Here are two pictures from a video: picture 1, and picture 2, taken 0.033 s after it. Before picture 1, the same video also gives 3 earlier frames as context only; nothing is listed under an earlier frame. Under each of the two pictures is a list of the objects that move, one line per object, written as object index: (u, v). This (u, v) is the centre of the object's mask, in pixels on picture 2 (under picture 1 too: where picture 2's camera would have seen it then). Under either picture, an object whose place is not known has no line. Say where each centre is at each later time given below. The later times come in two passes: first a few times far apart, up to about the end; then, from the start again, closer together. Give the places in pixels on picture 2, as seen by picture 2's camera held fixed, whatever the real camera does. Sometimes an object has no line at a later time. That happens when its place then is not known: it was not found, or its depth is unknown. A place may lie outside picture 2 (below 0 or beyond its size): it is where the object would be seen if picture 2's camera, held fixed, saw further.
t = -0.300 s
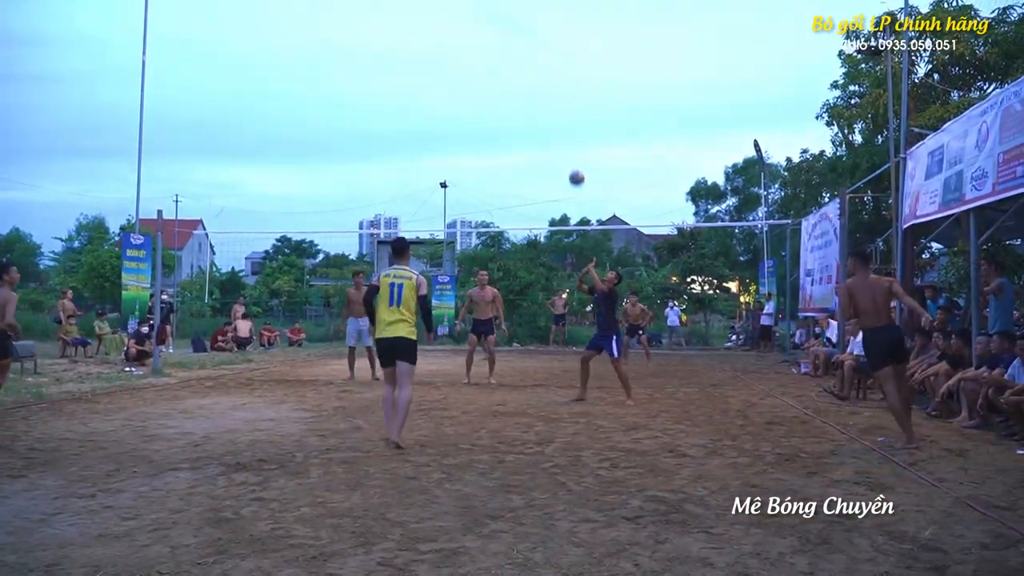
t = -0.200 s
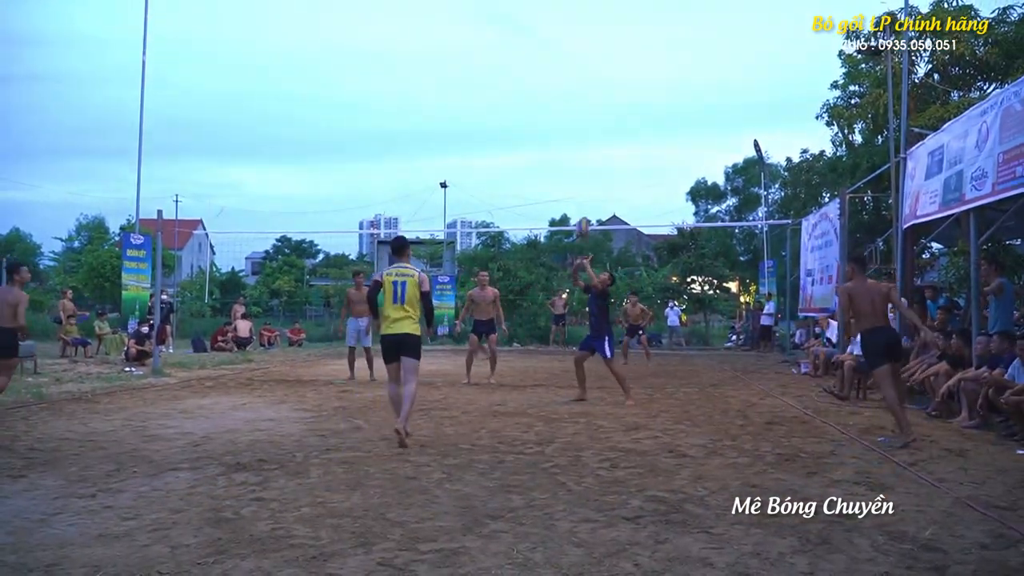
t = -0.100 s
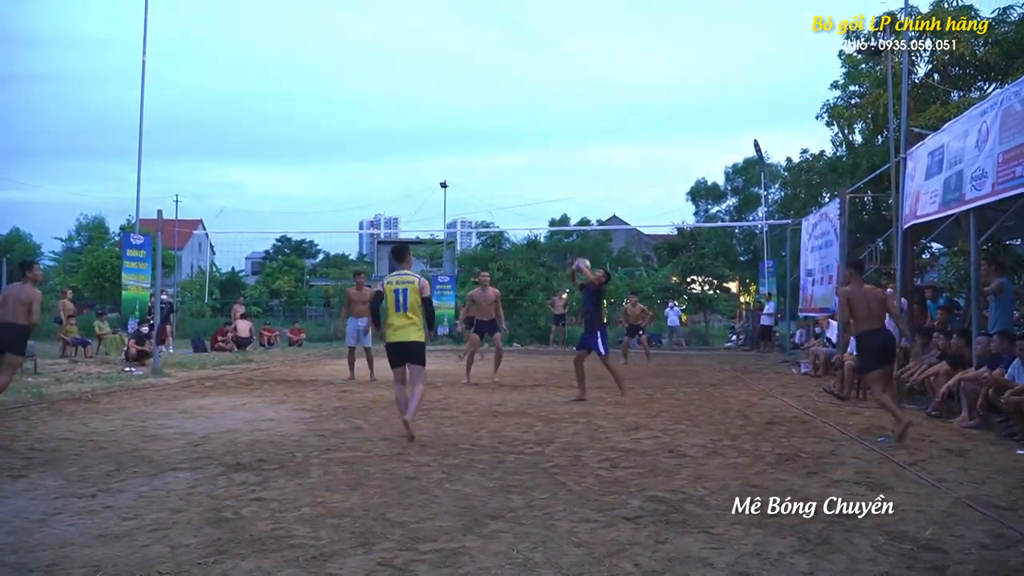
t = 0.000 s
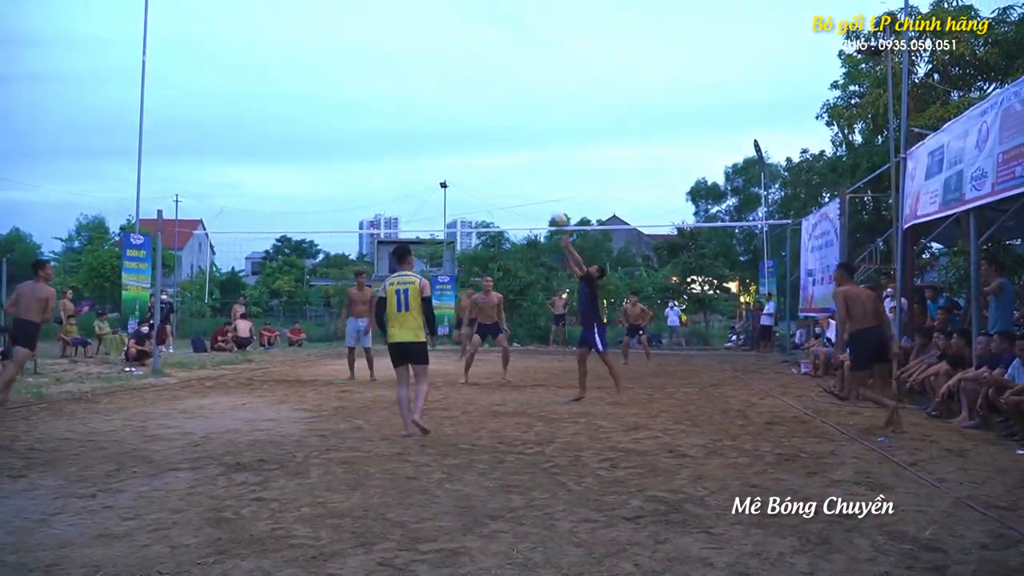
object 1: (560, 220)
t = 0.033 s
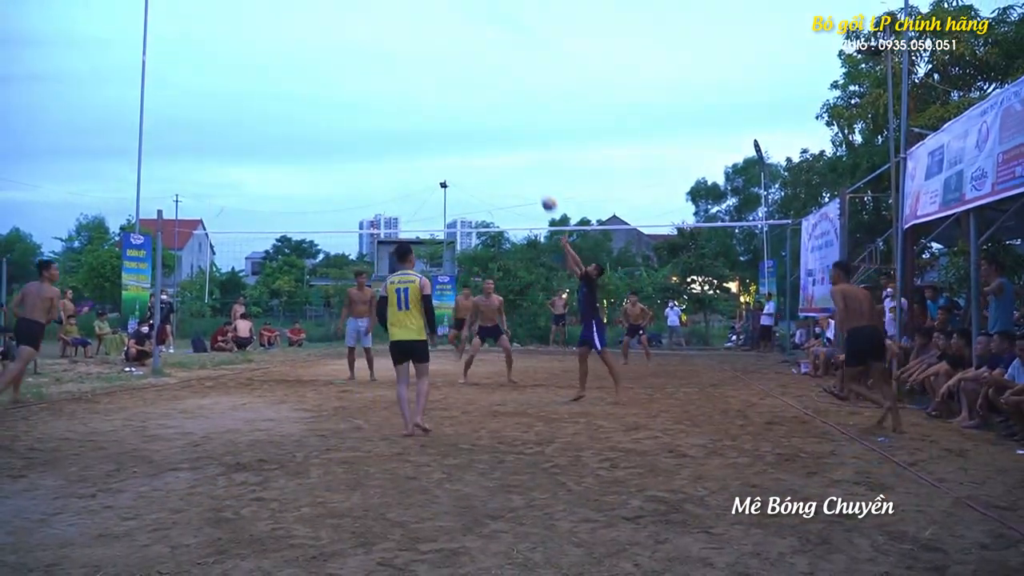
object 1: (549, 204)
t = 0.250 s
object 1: (491, 120)
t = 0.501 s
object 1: (434, 71)
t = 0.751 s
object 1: (380, 67)
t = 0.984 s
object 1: (336, 101)
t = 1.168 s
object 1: (303, 149)
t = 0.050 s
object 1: (544, 196)
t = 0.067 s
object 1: (540, 189)
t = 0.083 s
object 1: (535, 181)
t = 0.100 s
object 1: (531, 174)
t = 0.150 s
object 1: (517, 153)
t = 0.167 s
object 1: (513, 147)
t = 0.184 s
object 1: (508, 142)
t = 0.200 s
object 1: (504, 136)
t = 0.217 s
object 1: (500, 130)
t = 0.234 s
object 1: (496, 125)
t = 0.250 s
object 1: (491, 120)
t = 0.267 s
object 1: (487, 115)
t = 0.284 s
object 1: (483, 111)
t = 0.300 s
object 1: (479, 107)
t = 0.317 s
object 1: (476, 102)
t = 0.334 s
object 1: (471, 98)
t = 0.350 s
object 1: (468, 95)
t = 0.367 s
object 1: (464, 91)
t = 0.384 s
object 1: (460, 88)
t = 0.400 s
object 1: (456, 85)
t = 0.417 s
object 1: (453, 82)
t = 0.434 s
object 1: (449, 79)
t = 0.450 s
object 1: (445, 77)
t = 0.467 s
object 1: (441, 75)
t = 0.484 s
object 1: (438, 73)
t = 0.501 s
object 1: (434, 71)
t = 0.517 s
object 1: (430, 70)
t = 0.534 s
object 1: (427, 68)
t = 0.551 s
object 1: (423, 67)
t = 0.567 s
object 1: (419, 66)
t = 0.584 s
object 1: (416, 65)
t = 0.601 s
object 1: (412, 64)
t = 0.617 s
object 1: (409, 64)
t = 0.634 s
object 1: (405, 64)
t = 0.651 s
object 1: (402, 64)
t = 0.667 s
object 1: (399, 64)
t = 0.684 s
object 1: (395, 64)
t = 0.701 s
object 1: (391, 65)
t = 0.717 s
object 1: (388, 65)
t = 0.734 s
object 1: (384, 66)
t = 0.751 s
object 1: (380, 67)
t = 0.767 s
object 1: (377, 68)
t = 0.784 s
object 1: (373, 70)
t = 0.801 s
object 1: (370, 72)
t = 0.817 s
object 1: (366, 73)
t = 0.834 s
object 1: (363, 75)
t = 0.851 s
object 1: (360, 78)
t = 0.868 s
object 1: (357, 80)
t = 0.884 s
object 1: (355, 82)
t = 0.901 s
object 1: (352, 85)
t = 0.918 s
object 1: (349, 88)
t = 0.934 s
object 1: (346, 91)
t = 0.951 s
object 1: (343, 94)
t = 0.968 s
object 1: (339, 97)
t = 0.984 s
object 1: (336, 101)
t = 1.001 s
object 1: (333, 104)
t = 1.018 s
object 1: (330, 108)
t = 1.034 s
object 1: (327, 112)
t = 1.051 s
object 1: (324, 116)
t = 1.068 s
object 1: (321, 121)
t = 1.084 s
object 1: (318, 125)
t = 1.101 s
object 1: (315, 130)
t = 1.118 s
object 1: (312, 135)
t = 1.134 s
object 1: (309, 140)
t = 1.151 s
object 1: (306, 144)
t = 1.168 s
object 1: (303, 149)
